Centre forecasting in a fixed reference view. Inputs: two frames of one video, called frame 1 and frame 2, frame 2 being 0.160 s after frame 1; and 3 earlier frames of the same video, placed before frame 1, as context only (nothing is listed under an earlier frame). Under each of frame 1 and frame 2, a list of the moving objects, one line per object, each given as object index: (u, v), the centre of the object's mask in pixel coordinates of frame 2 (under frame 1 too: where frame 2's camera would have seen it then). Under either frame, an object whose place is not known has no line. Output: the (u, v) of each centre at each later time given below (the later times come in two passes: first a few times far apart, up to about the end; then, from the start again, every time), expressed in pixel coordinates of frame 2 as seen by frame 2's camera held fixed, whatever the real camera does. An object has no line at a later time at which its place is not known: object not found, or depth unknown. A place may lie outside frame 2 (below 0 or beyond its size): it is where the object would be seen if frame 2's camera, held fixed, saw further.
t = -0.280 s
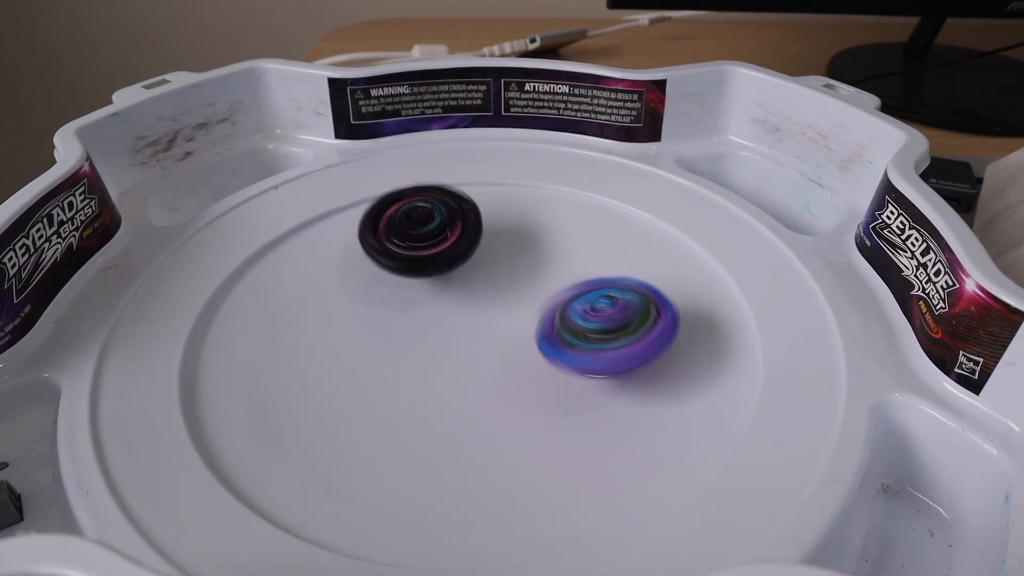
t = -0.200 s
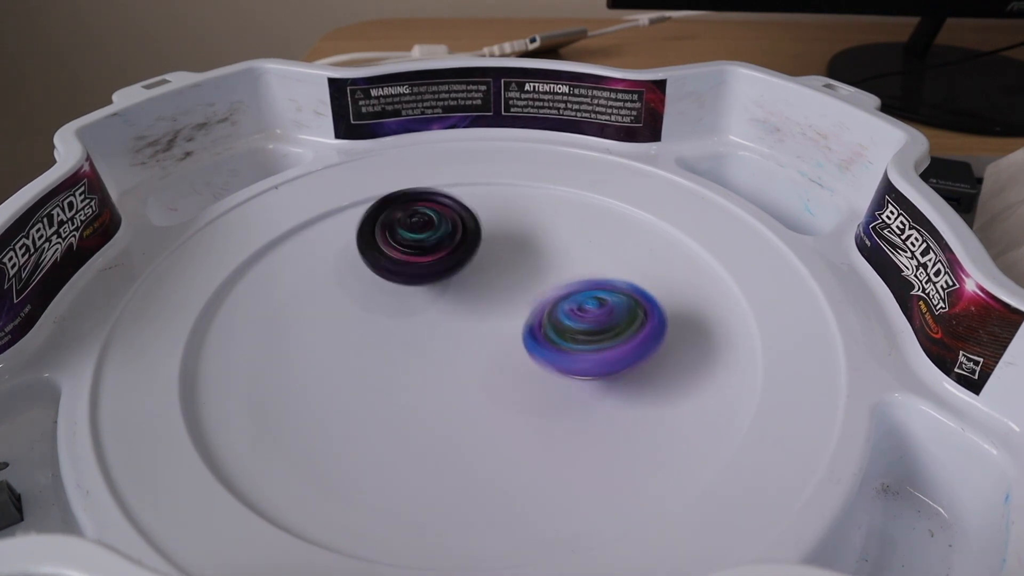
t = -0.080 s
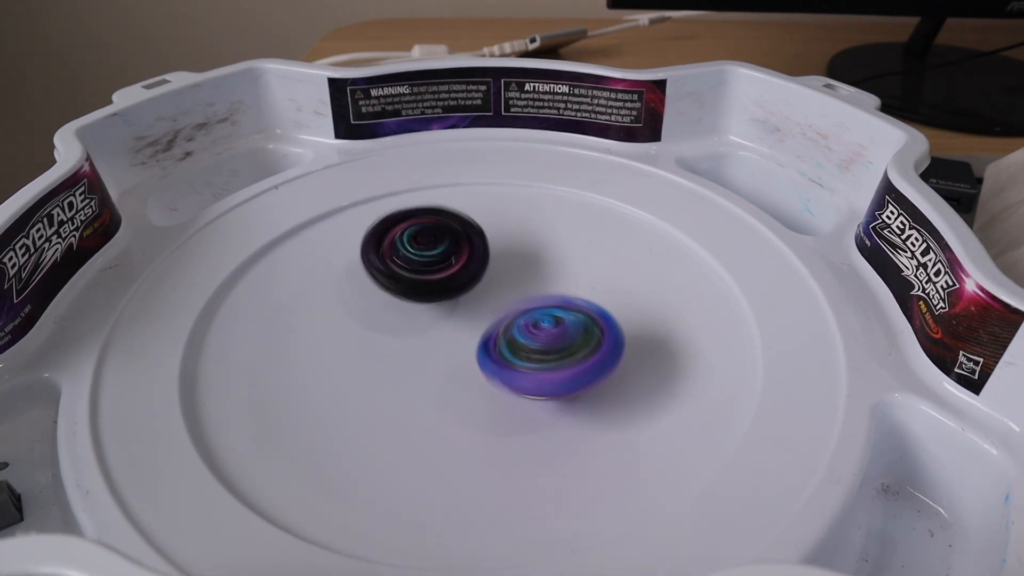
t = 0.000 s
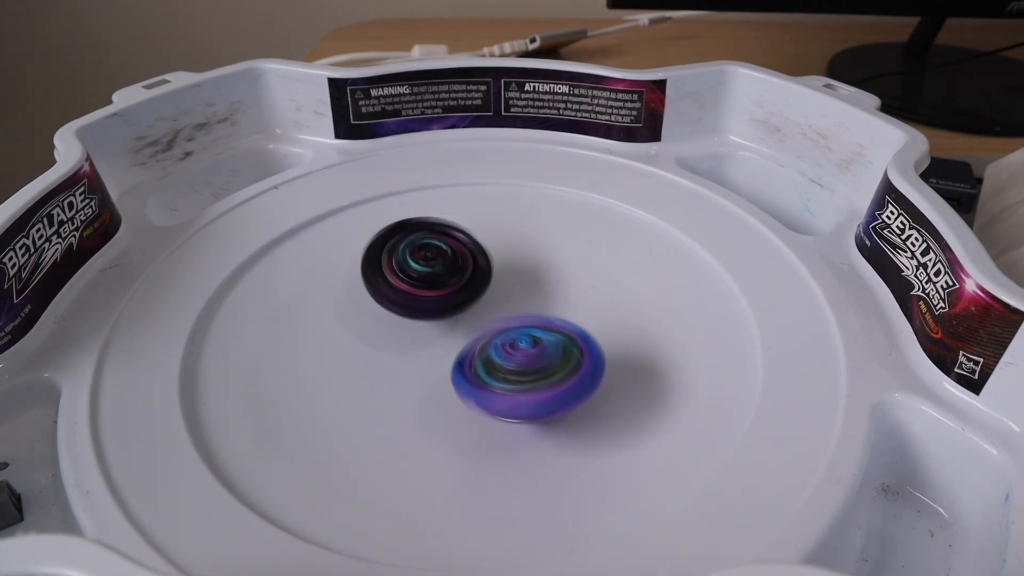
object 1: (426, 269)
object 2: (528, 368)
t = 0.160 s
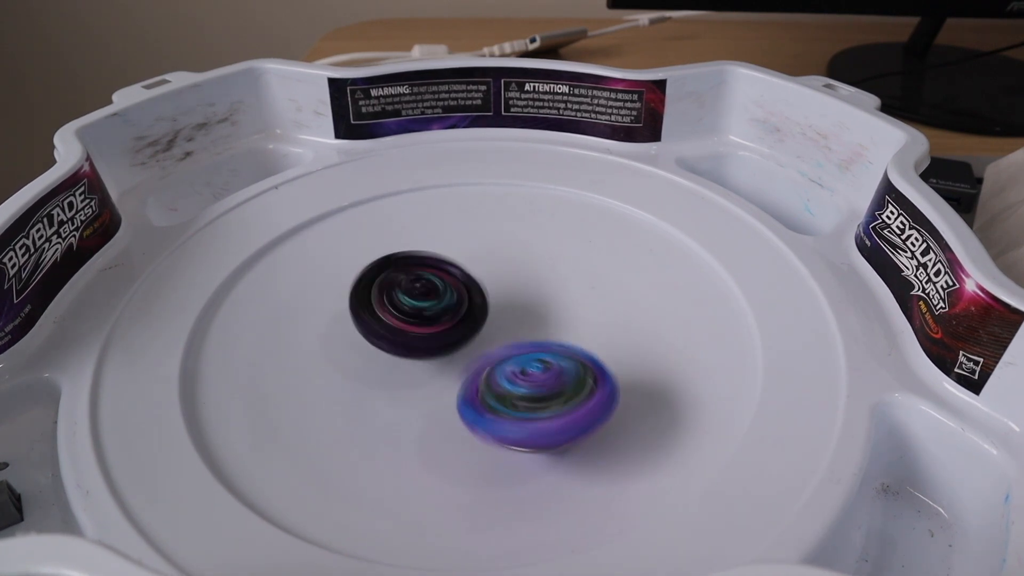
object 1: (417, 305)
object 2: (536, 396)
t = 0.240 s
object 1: (414, 322)
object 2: (542, 386)
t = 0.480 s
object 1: (319, 309)
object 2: (553, 332)
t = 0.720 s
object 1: (300, 291)
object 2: (477, 323)
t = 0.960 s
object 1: (365, 297)
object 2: (500, 328)
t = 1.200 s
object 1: (420, 313)
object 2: (565, 277)
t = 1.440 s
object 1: (403, 365)
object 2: (508, 235)
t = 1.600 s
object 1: (410, 378)
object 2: (452, 283)
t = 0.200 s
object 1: (415, 313)
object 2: (542, 392)
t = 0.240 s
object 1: (414, 322)
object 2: (542, 386)
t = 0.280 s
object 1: (407, 331)
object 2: (539, 377)
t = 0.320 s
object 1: (377, 327)
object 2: (564, 376)
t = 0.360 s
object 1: (352, 321)
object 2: (579, 368)
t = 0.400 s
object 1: (332, 317)
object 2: (579, 357)
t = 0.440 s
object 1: (324, 313)
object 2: (571, 344)
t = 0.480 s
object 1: (319, 309)
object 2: (553, 332)
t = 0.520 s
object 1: (318, 306)
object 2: (526, 322)
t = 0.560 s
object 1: (322, 304)
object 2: (500, 318)
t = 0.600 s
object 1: (327, 302)
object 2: (475, 316)
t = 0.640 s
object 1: (314, 298)
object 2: (474, 316)
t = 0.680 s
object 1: (300, 293)
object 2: (475, 320)
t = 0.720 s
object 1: (300, 291)
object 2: (477, 323)
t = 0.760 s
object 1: (304, 289)
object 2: (474, 326)
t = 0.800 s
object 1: (314, 288)
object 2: (480, 329)
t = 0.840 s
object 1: (325, 289)
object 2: (483, 330)
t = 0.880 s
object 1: (337, 290)
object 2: (487, 331)
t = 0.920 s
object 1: (353, 294)
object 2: (493, 329)
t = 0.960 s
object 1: (365, 297)
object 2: (500, 328)
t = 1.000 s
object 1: (365, 296)
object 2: (528, 326)
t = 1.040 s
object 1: (369, 297)
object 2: (545, 322)
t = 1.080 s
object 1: (380, 301)
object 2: (561, 311)
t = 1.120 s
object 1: (391, 304)
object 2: (570, 302)
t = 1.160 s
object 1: (406, 309)
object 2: (571, 288)
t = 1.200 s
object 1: (420, 313)
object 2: (565, 277)
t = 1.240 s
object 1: (433, 320)
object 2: (549, 270)
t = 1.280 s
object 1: (416, 333)
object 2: (559, 252)
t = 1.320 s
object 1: (406, 345)
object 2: (557, 241)
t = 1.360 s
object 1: (402, 354)
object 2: (544, 235)
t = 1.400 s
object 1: (399, 360)
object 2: (528, 232)
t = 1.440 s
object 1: (403, 365)
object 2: (508, 235)
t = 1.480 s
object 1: (403, 367)
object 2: (488, 245)
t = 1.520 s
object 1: (407, 370)
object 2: (469, 256)
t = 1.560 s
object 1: (412, 371)
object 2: (456, 271)
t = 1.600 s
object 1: (410, 378)
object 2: (452, 283)
